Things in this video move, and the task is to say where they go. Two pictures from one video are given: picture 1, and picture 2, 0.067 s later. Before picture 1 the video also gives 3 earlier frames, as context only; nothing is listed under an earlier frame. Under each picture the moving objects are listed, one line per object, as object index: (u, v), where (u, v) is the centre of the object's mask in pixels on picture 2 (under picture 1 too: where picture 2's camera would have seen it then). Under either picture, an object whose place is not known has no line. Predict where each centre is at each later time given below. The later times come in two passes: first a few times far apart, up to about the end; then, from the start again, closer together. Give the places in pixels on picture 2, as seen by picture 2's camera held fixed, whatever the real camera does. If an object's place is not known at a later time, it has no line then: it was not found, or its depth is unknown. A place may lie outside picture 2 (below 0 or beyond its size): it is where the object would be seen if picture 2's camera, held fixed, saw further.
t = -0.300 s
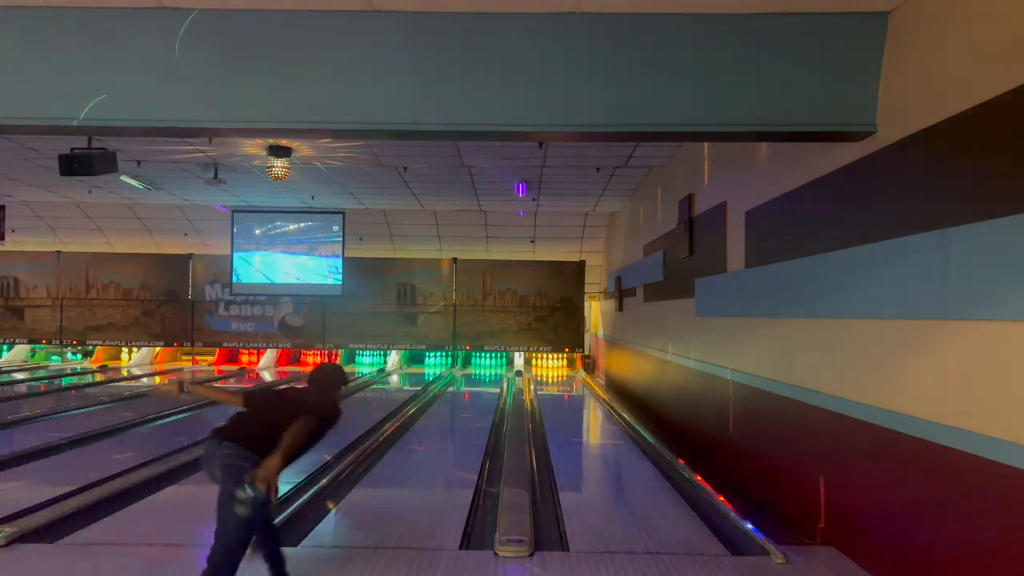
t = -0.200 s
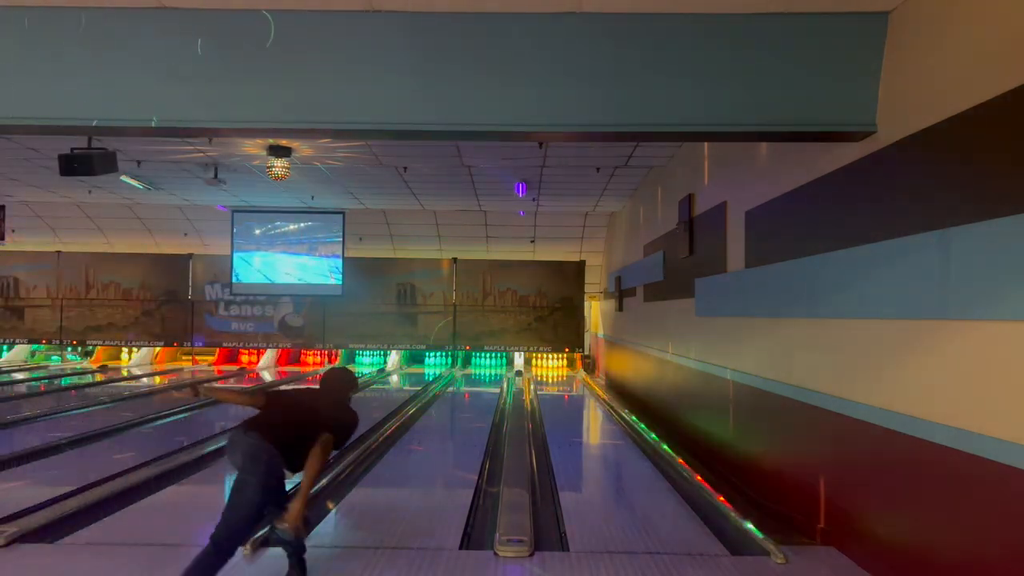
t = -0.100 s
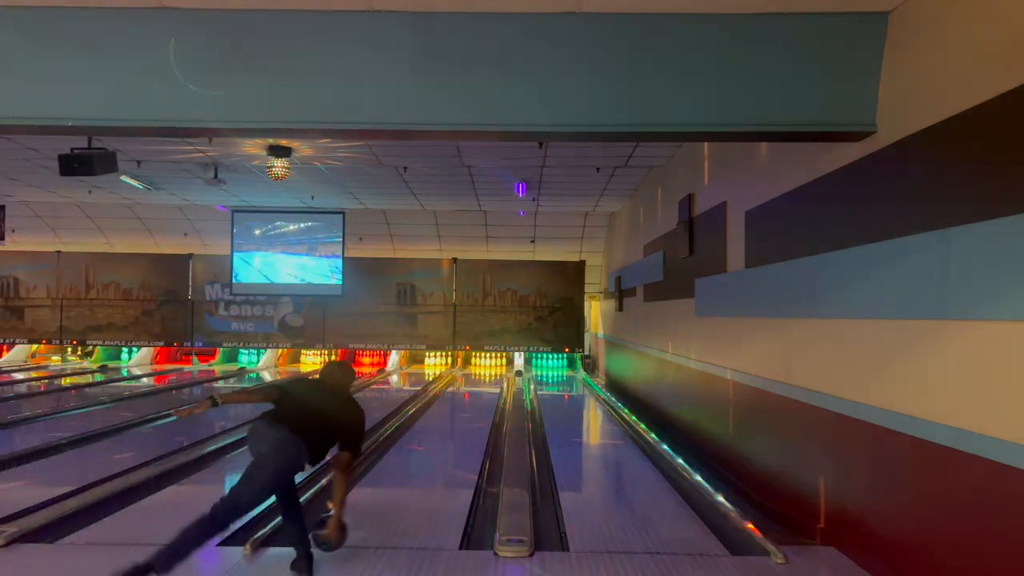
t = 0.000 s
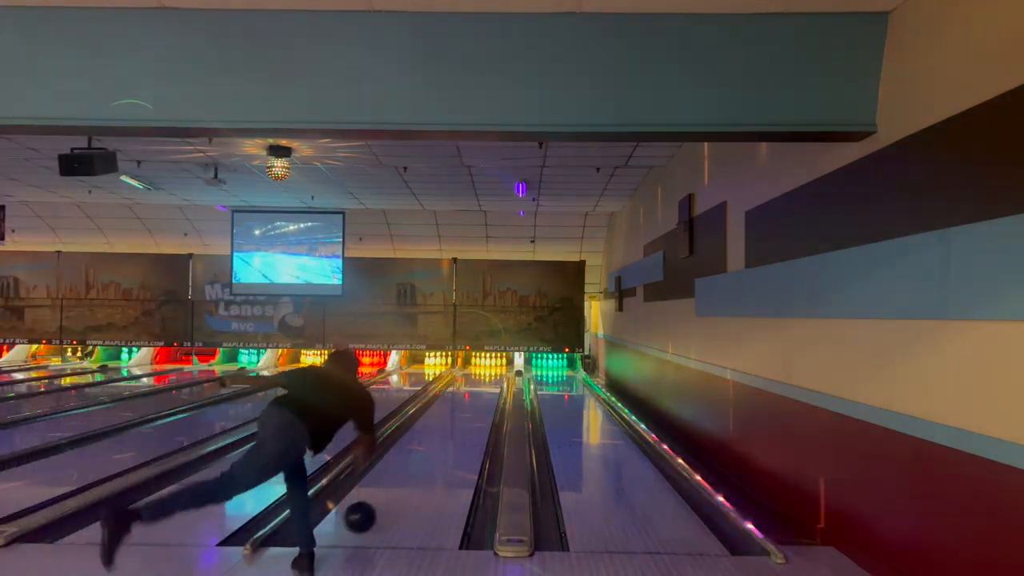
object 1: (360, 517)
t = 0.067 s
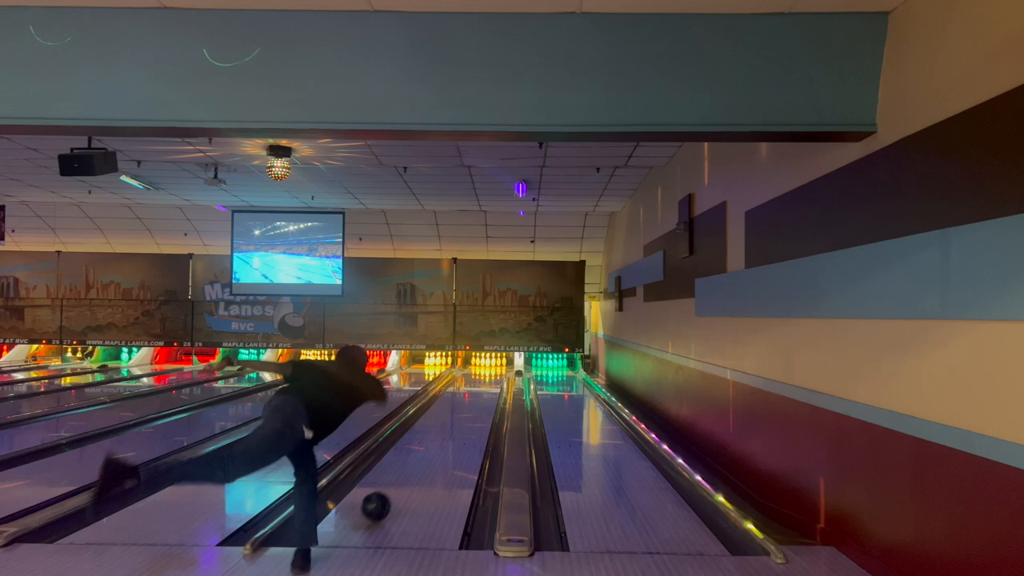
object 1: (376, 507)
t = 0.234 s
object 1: (406, 476)
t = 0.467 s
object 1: (435, 445)
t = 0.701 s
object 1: (453, 425)
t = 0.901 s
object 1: (465, 411)
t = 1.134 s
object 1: (476, 399)
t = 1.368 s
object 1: (483, 390)
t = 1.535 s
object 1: (488, 384)
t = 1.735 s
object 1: (491, 380)
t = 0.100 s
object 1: (383, 499)
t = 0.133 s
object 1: (389, 493)
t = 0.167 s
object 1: (395, 487)
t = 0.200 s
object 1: (401, 481)
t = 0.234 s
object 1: (406, 476)
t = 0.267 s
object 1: (411, 470)
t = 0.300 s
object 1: (416, 466)
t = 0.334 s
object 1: (420, 461)
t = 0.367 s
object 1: (424, 457)
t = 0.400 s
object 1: (428, 453)
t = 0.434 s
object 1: (431, 449)
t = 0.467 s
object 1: (435, 445)
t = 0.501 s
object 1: (438, 442)
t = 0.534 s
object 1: (441, 439)
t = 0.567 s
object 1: (444, 436)
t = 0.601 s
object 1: (446, 432)
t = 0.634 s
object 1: (449, 430)
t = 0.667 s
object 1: (451, 427)
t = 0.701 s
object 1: (453, 425)
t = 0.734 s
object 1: (456, 422)
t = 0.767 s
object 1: (458, 420)
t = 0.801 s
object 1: (460, 418)
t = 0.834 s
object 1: (462, 415)
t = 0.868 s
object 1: (464, 413)
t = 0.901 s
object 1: (465, 411)
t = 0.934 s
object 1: (467, 409)
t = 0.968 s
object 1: (469, 407)
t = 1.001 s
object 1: (470, 405)
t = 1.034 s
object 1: (472, 404)
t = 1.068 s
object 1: (473, 403)
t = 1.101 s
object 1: (474, 401)
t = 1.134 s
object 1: (476, 399)
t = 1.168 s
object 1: (477, 398)
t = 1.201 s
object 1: (478, 396)
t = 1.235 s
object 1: (479, 395)
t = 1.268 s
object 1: (480, 394)
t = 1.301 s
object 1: (481, 392)
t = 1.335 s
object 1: (483, 391)
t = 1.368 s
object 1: (483, 390)
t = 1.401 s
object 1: (484, 389)
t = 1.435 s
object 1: (485, 388)
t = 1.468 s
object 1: (486, 387)
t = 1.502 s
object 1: (487, 385)
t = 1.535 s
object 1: (488, 384)
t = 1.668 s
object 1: (490, 381)
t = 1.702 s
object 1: (490, 380)
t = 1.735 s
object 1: (491, 380)
